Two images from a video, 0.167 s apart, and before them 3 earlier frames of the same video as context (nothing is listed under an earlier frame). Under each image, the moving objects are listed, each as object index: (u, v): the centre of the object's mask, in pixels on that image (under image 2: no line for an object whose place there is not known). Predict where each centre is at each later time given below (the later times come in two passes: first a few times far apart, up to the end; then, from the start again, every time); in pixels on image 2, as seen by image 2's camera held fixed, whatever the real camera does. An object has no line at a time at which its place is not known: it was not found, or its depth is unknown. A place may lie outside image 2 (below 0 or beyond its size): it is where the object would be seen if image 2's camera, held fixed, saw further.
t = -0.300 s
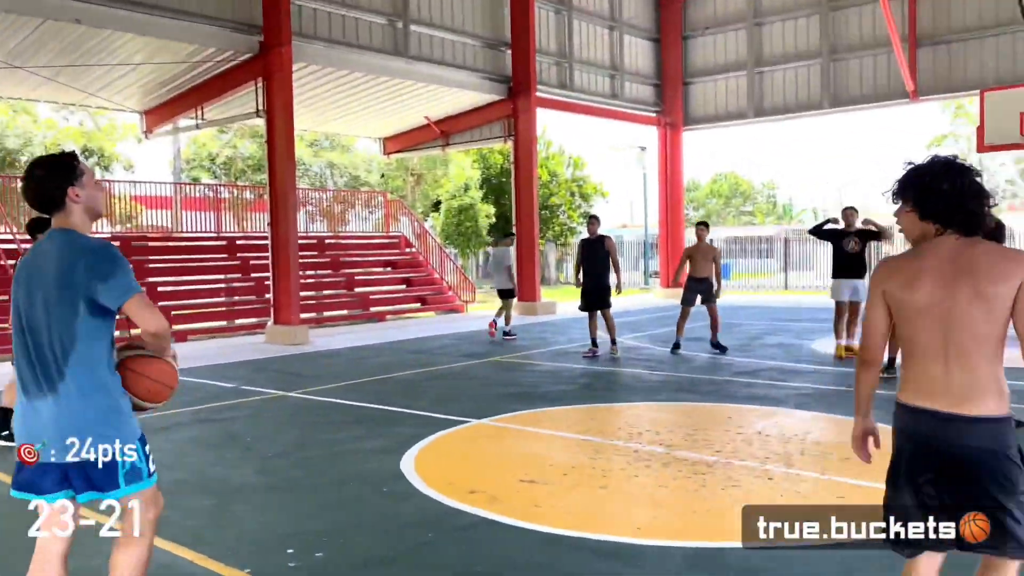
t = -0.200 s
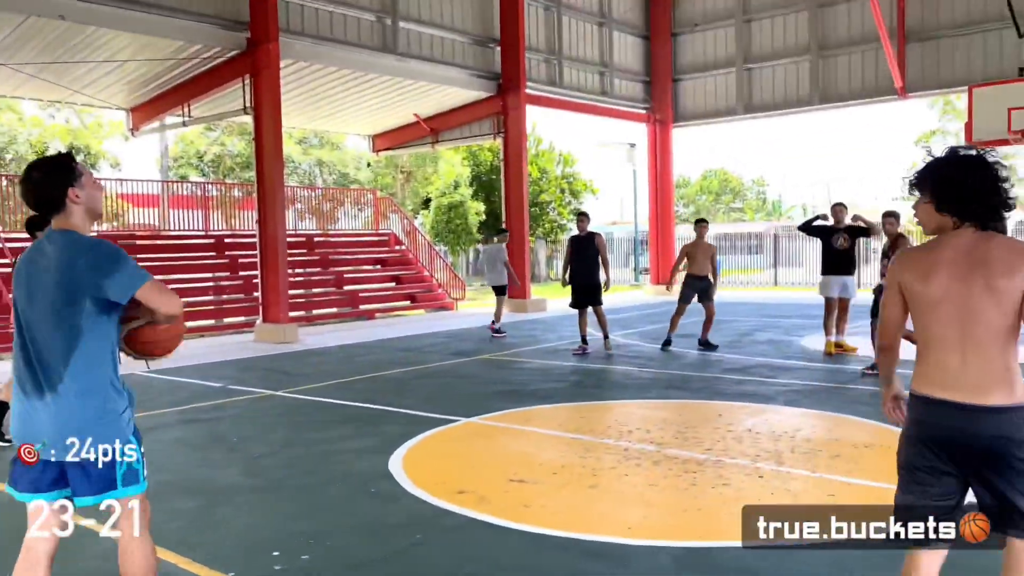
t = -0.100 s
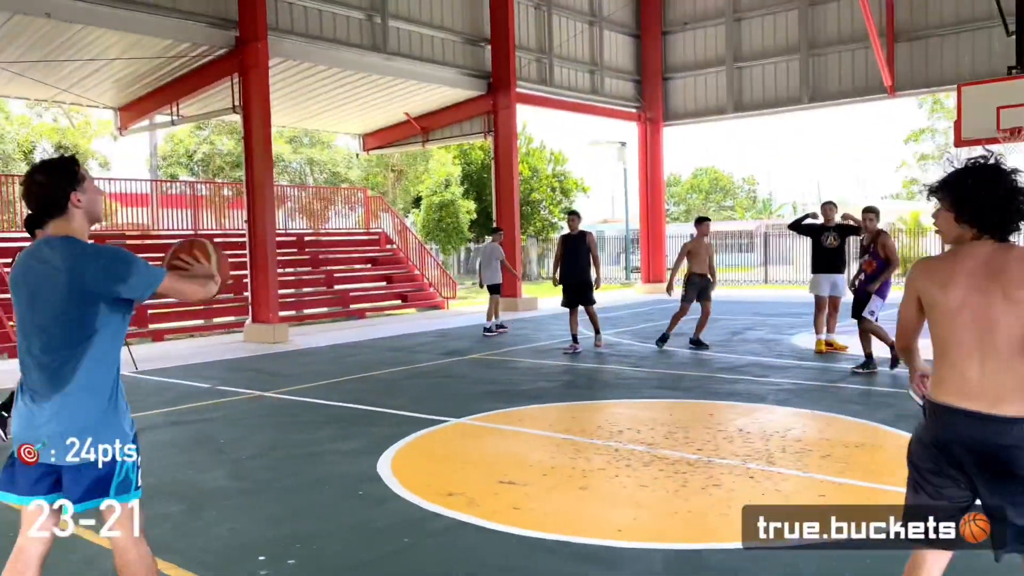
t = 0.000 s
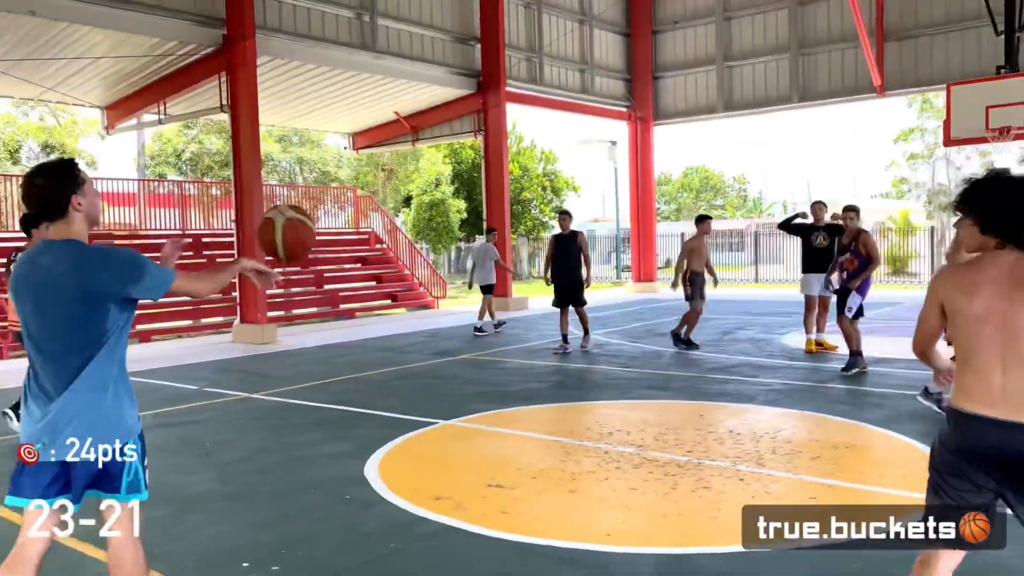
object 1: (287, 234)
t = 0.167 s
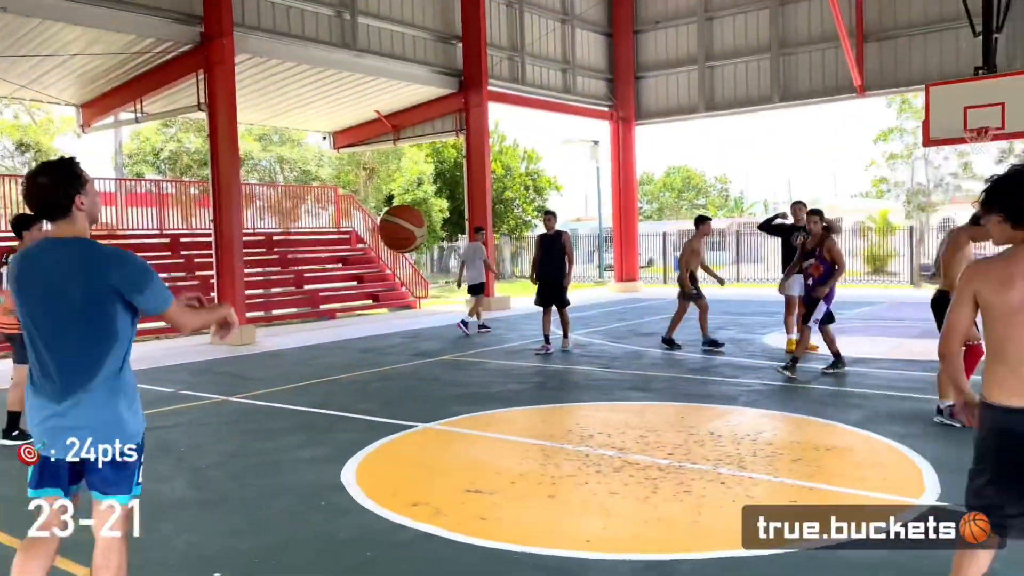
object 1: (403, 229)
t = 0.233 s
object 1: (447, 242)
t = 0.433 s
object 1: (548, 311)
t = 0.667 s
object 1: (630, 408)
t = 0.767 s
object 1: (647, 356)
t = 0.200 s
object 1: (425, 235)
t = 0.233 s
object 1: (447, 242)
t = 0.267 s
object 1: (467, 251)
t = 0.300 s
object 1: (485, 260)
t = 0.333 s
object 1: (502, 270)
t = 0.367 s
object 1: (518, 283)
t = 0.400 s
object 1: (534, 297)
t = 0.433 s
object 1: (548, 311)
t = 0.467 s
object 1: (562, 327)
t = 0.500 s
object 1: (576, 343)
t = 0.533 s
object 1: (589, 358)
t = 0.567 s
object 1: (601, 376)
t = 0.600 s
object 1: (612, 394)
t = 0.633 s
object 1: (623, 412)
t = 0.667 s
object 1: (630, 408)
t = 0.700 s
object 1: (636, 389)
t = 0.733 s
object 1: (641, 372)
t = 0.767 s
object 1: (647, 356)
